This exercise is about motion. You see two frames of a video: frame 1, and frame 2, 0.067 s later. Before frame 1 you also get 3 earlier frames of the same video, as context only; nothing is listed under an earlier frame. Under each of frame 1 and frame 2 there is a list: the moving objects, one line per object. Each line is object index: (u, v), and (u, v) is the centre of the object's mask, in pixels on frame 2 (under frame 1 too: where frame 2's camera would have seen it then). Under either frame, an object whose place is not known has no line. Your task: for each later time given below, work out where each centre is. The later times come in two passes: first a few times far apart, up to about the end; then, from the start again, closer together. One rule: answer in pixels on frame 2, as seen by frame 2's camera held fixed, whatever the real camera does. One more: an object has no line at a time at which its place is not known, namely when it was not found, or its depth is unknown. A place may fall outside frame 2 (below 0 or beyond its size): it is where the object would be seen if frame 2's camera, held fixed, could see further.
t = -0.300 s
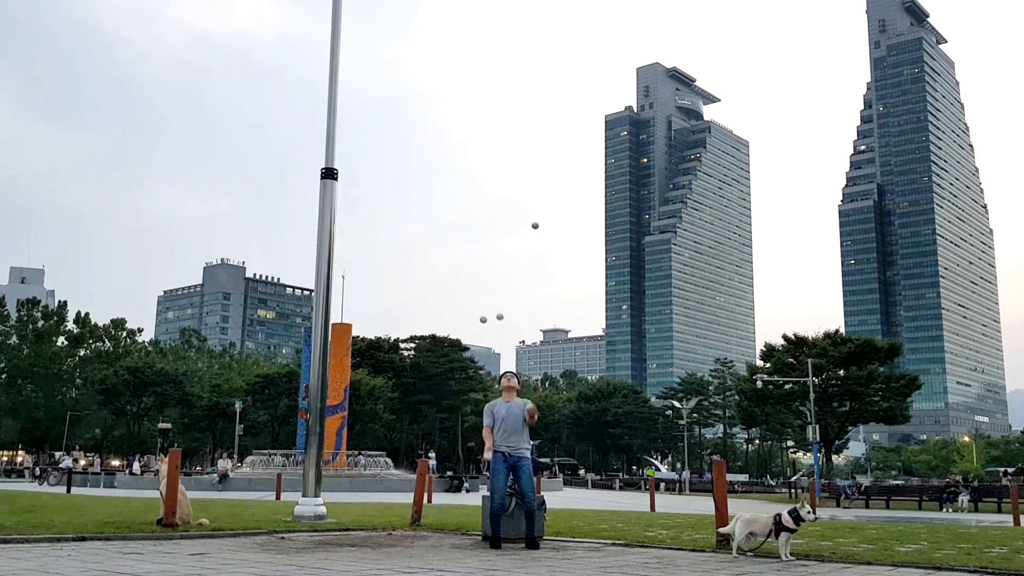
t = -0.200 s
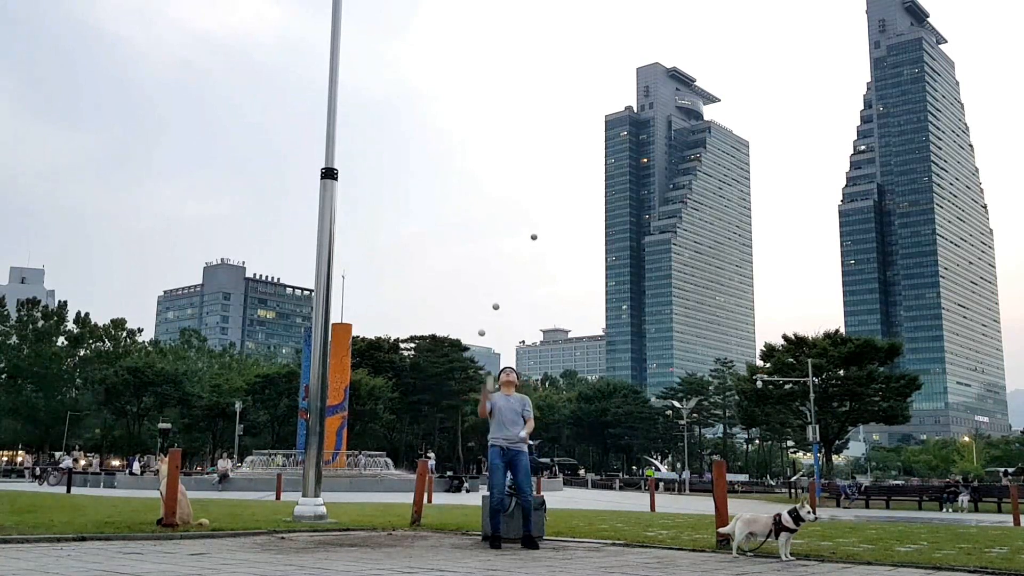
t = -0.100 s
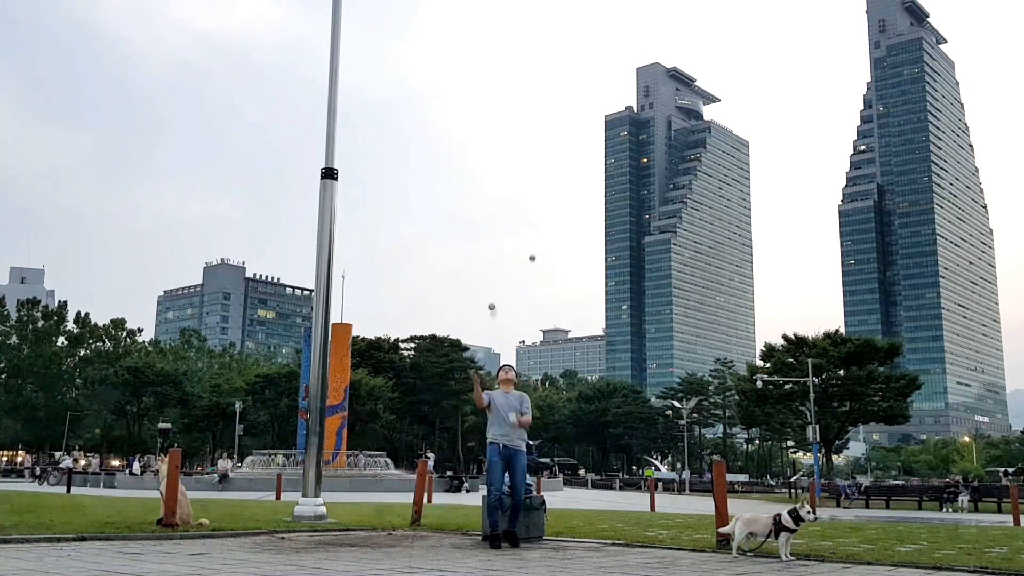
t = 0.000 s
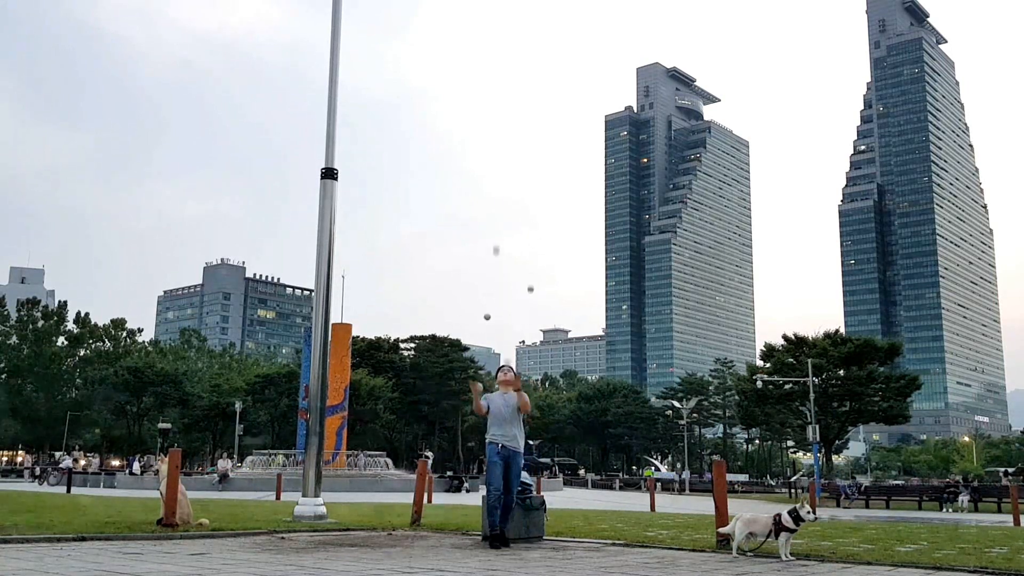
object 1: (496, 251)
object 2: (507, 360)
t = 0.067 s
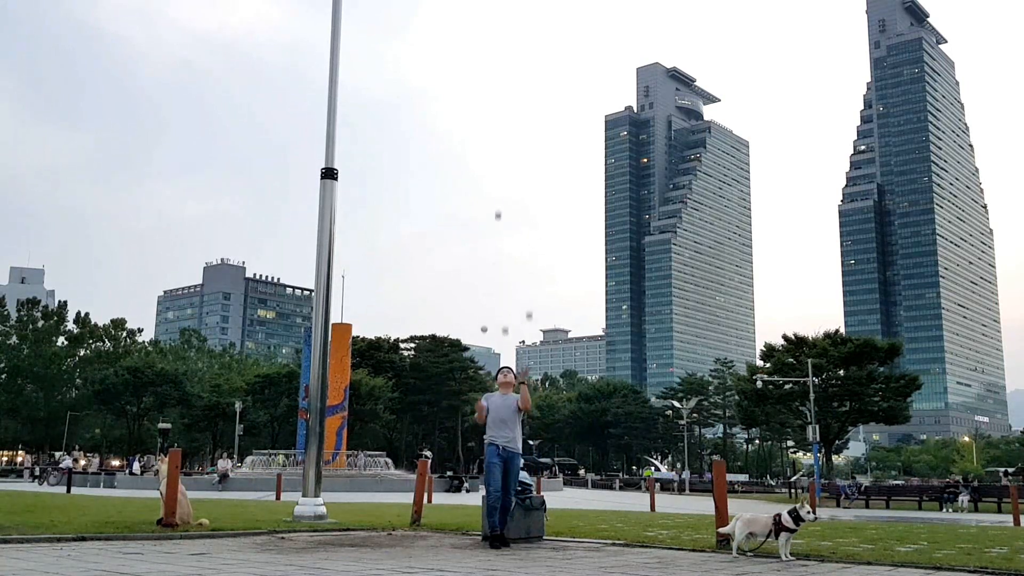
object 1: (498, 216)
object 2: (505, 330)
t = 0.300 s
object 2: (496, 256)
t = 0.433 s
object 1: (507, 108)
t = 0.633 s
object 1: (510, 104)
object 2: (481, 244)
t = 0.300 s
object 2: (496, 256)
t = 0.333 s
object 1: (505, 124)
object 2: (494, 249)
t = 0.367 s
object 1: (505, 118)
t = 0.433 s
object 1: (507, 108)
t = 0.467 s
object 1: (507, 105)
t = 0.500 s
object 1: (508, 102)
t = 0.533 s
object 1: (509, 101)
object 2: (486, 236)
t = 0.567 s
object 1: (509, 101)
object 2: (484, 238)
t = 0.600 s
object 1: (510, 102)
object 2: (483, 240)
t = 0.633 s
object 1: (510, 104)
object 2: (481, 244)
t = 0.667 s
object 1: (511, 107)
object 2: (480, 249)
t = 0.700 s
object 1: (512, 111)
